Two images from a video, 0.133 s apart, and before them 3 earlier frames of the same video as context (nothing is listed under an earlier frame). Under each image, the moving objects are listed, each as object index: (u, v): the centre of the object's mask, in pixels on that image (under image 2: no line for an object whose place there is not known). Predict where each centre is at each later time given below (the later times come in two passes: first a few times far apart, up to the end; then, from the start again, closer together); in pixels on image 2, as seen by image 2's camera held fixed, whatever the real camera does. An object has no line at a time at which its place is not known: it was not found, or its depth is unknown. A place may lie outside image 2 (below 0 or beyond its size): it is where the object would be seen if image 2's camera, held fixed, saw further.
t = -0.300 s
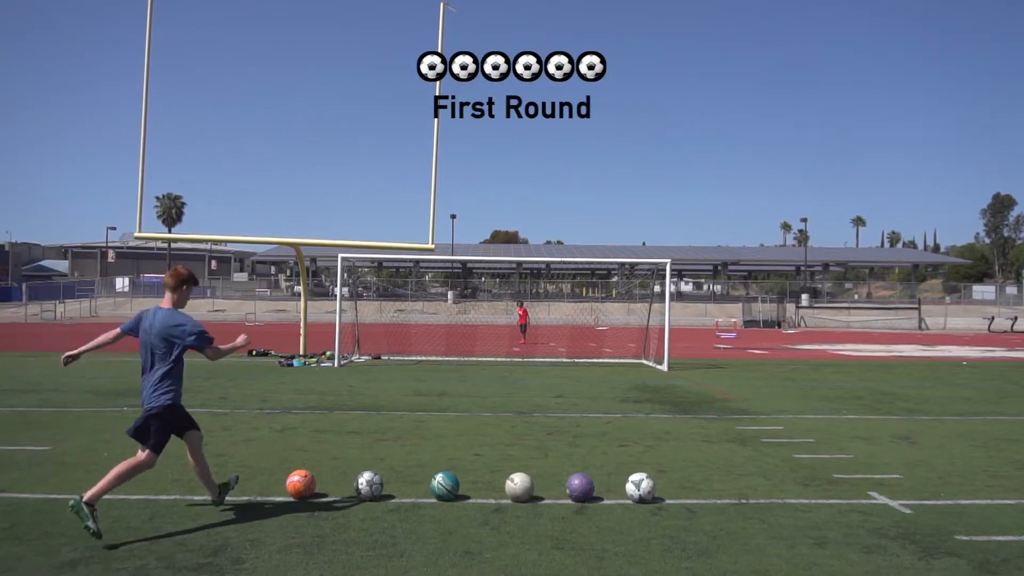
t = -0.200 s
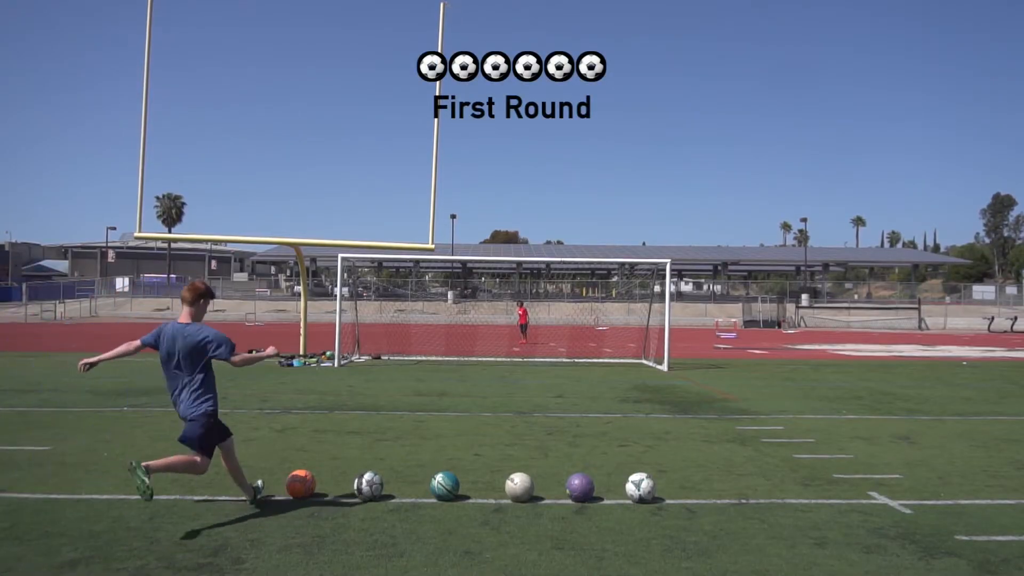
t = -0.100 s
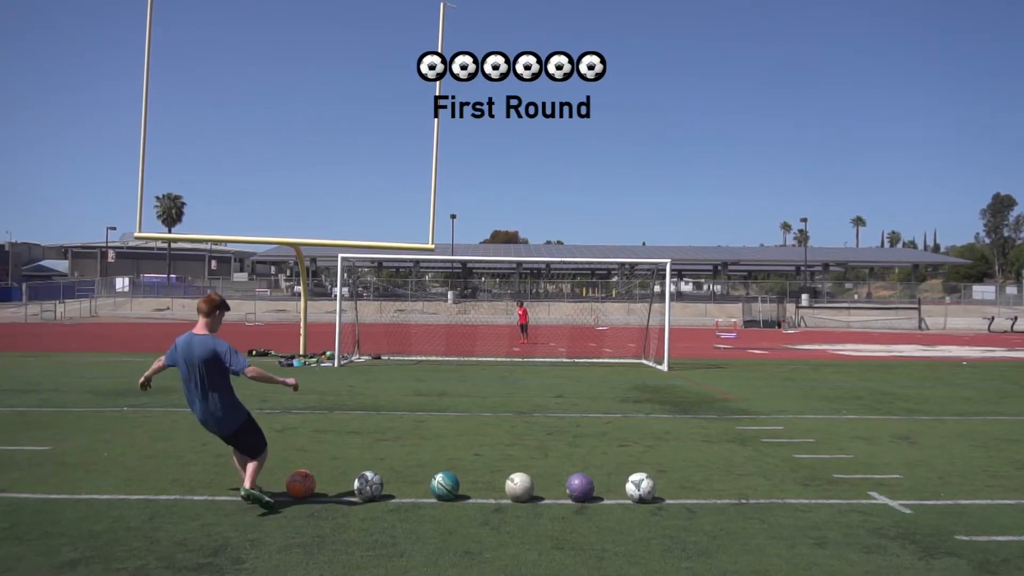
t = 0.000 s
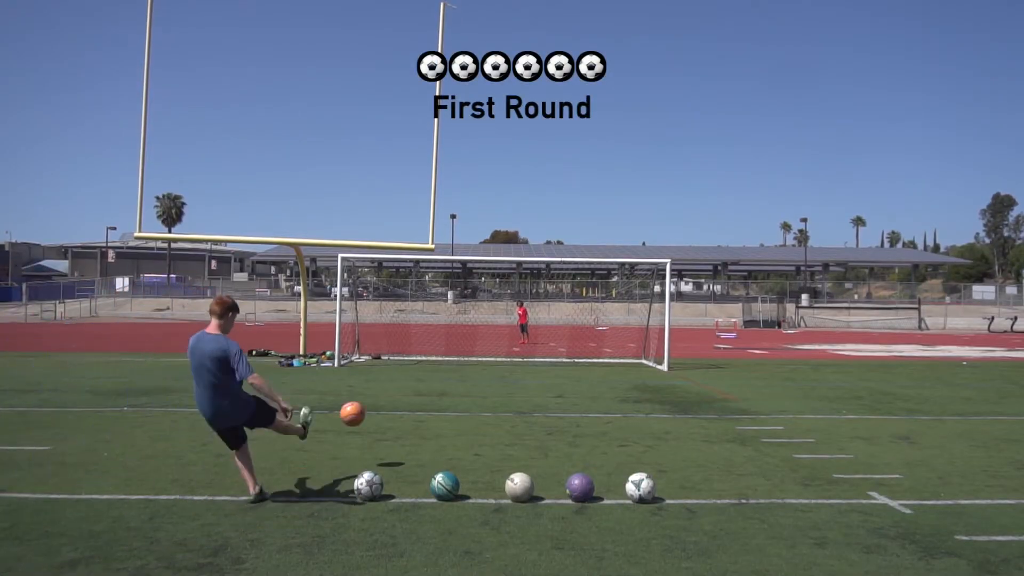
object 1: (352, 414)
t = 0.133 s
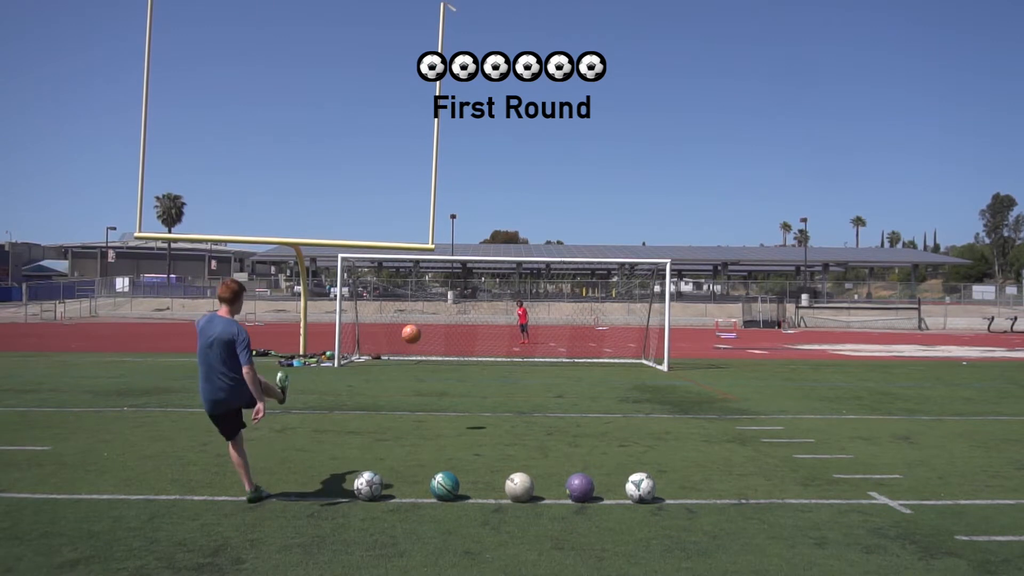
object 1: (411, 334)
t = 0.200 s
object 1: (431, 309)
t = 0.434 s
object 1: (471, 267)
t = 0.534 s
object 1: (482, 262)
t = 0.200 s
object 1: (431, 309)
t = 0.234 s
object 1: (438, 300)
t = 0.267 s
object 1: (445, 291)
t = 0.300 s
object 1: (451, 284)
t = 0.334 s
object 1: (457, 278)
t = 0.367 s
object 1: (462, 274)
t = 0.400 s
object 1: (467, 269)
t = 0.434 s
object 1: (471, 267)
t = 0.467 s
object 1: (475, 264)
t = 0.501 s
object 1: (479, 263)
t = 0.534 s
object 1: (482, 262)
